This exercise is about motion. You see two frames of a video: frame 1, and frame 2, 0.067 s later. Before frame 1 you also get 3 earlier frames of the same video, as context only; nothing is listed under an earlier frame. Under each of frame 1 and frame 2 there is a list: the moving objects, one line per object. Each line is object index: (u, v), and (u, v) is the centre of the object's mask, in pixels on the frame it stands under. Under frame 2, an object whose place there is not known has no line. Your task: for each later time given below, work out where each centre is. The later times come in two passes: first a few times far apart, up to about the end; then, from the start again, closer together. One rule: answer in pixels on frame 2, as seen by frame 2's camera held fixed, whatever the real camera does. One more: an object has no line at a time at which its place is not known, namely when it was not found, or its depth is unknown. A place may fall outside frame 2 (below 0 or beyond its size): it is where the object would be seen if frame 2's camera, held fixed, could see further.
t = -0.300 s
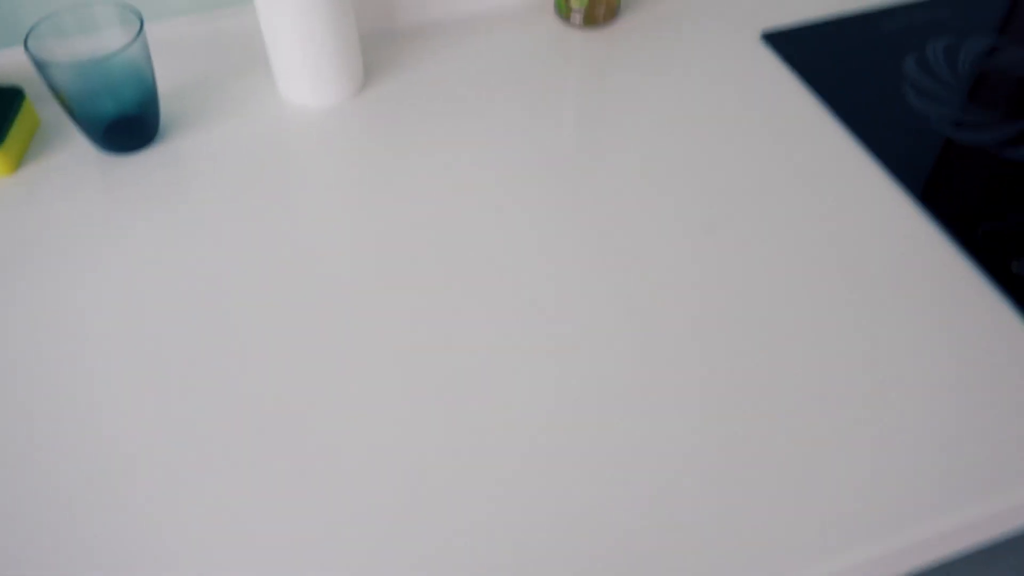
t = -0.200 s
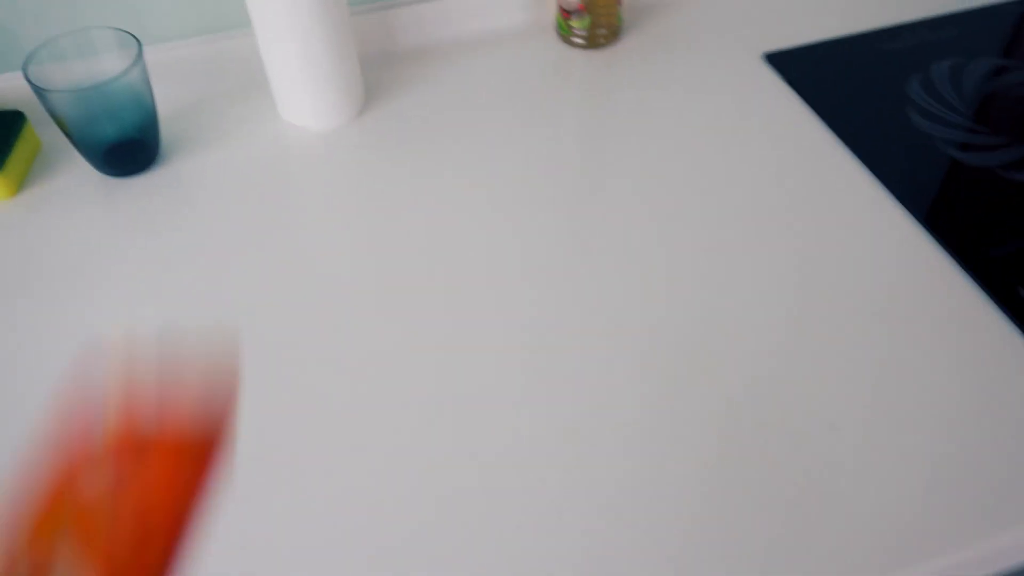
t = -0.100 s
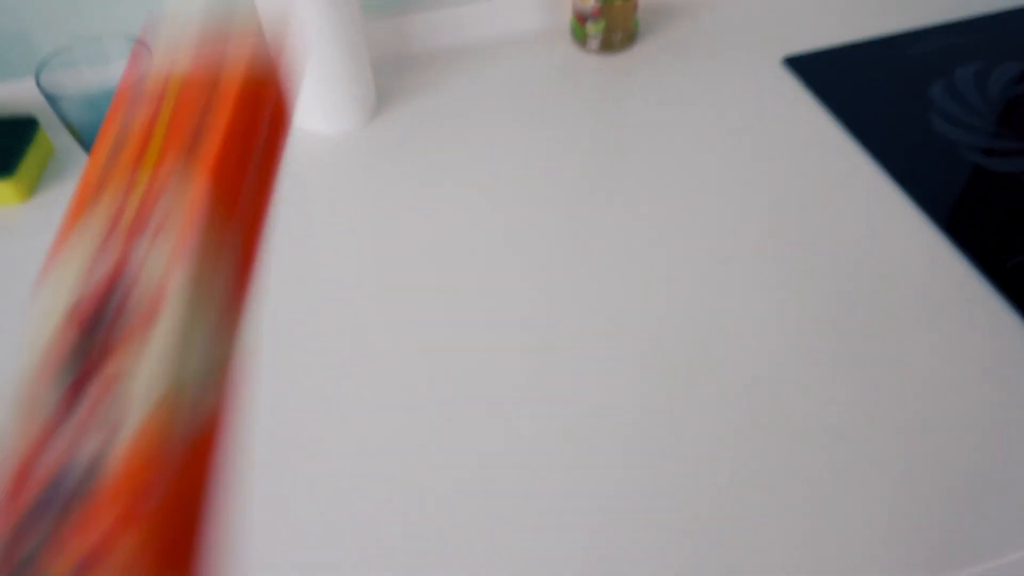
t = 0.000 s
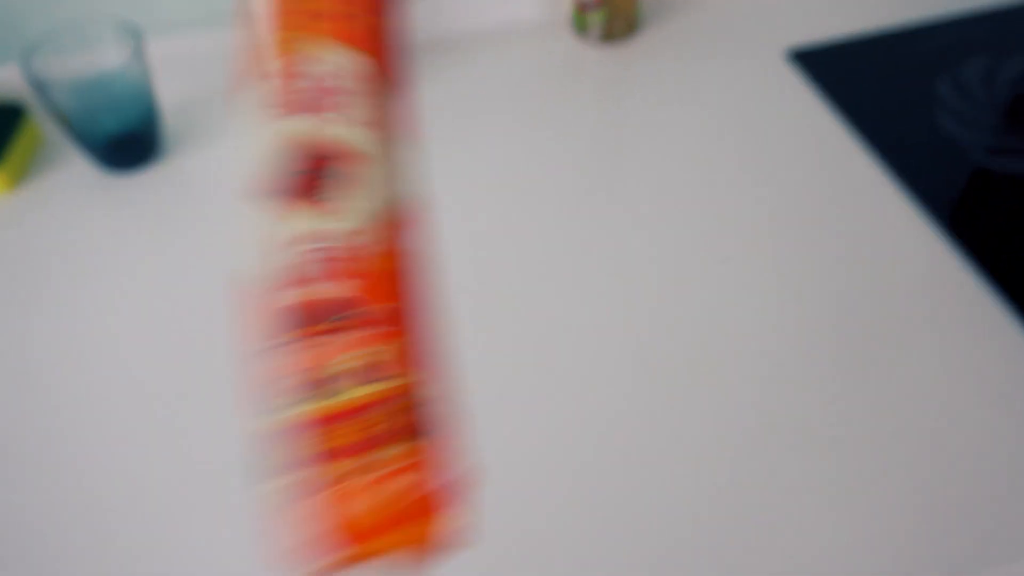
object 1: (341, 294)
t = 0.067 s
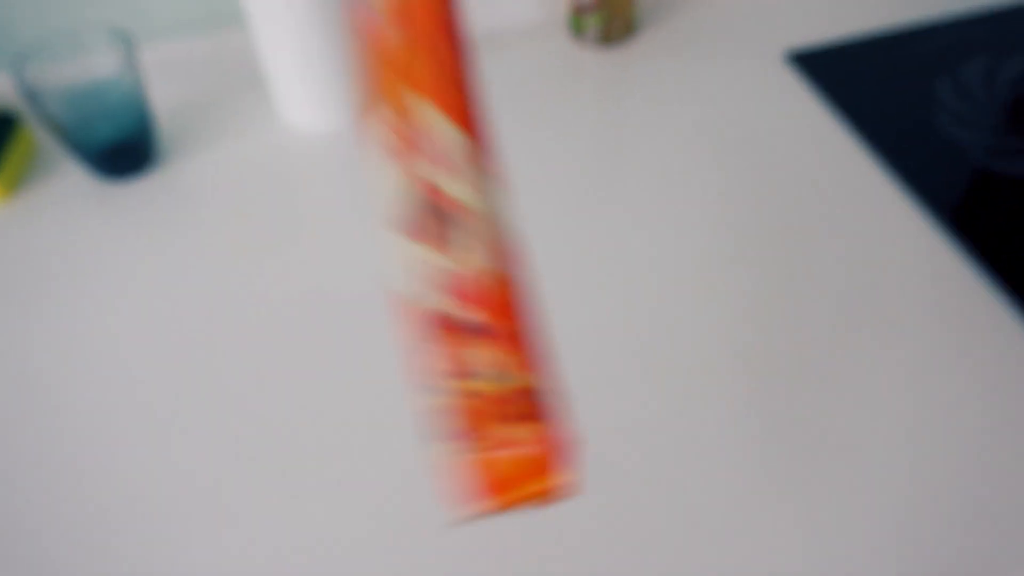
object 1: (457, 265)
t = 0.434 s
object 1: (595, 320)
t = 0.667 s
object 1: (593, 319)
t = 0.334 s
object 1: (594, 319)
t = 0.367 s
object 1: (594, 319)
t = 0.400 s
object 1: (594, 320)
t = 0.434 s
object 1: (595, 320)
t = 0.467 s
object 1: (594, 319)
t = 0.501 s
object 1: (594, 319)
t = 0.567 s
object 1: (593, 319)
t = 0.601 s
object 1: (593, 319)
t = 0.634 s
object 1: (593, 320)
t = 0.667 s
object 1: (593, 319)
